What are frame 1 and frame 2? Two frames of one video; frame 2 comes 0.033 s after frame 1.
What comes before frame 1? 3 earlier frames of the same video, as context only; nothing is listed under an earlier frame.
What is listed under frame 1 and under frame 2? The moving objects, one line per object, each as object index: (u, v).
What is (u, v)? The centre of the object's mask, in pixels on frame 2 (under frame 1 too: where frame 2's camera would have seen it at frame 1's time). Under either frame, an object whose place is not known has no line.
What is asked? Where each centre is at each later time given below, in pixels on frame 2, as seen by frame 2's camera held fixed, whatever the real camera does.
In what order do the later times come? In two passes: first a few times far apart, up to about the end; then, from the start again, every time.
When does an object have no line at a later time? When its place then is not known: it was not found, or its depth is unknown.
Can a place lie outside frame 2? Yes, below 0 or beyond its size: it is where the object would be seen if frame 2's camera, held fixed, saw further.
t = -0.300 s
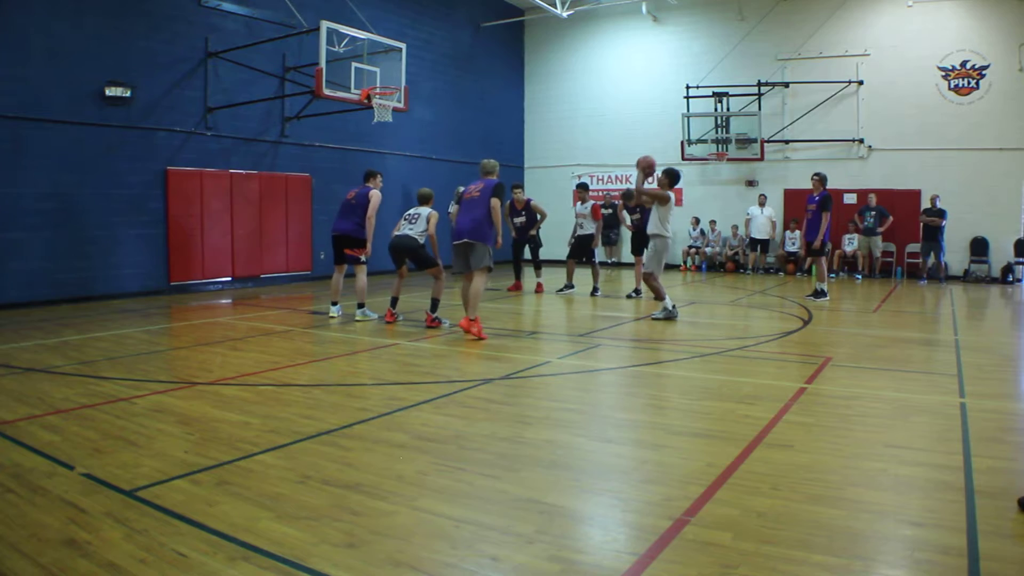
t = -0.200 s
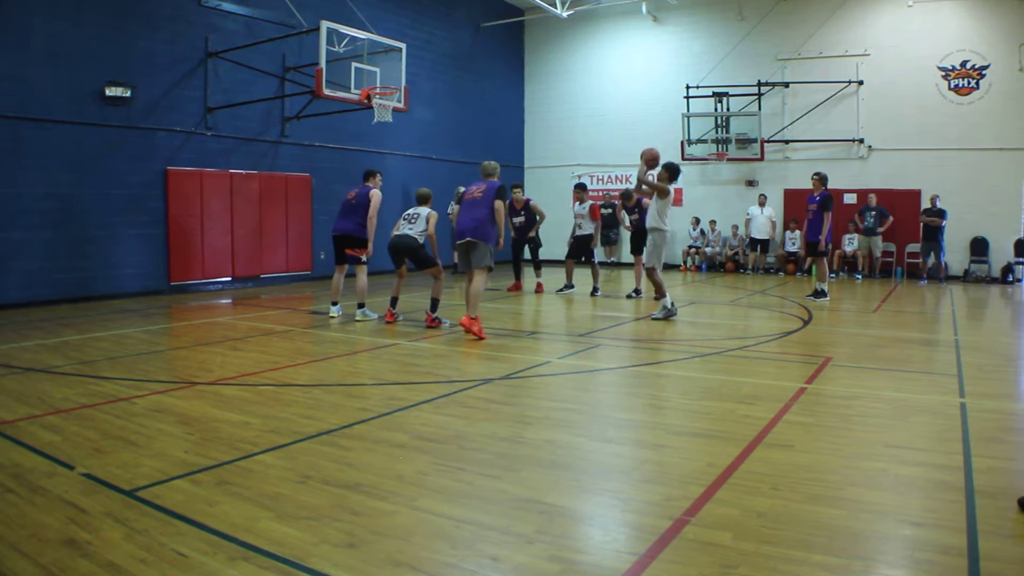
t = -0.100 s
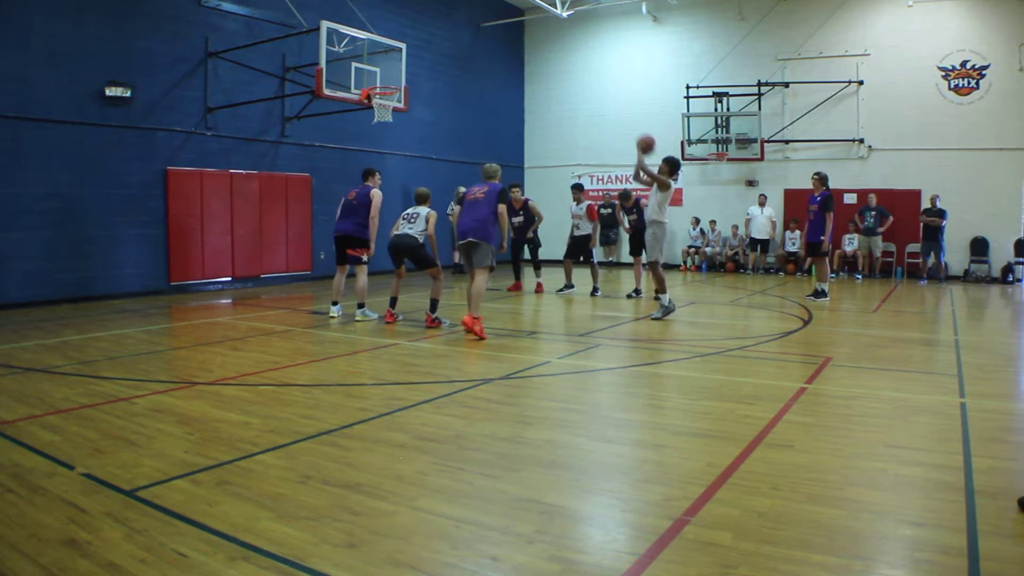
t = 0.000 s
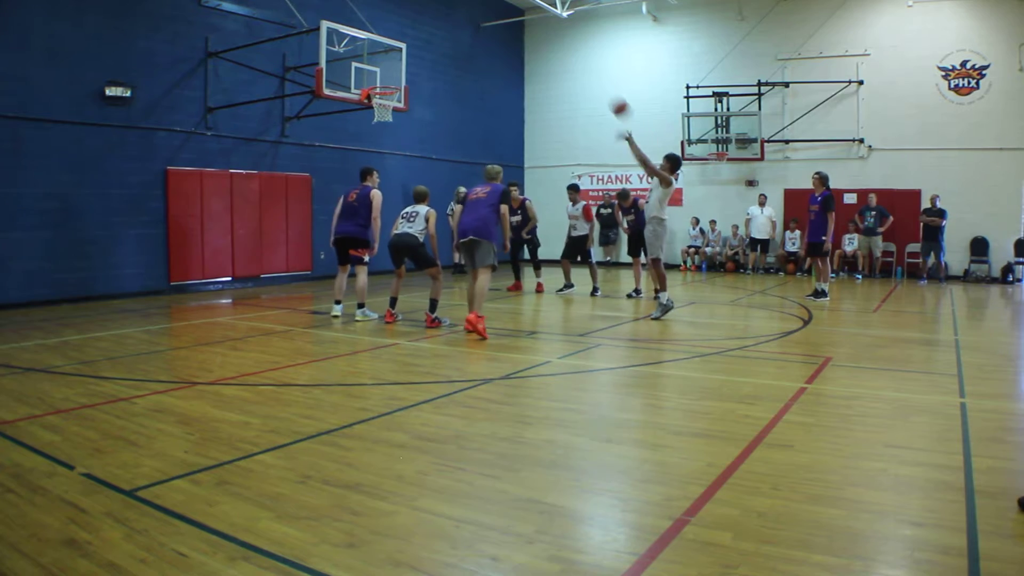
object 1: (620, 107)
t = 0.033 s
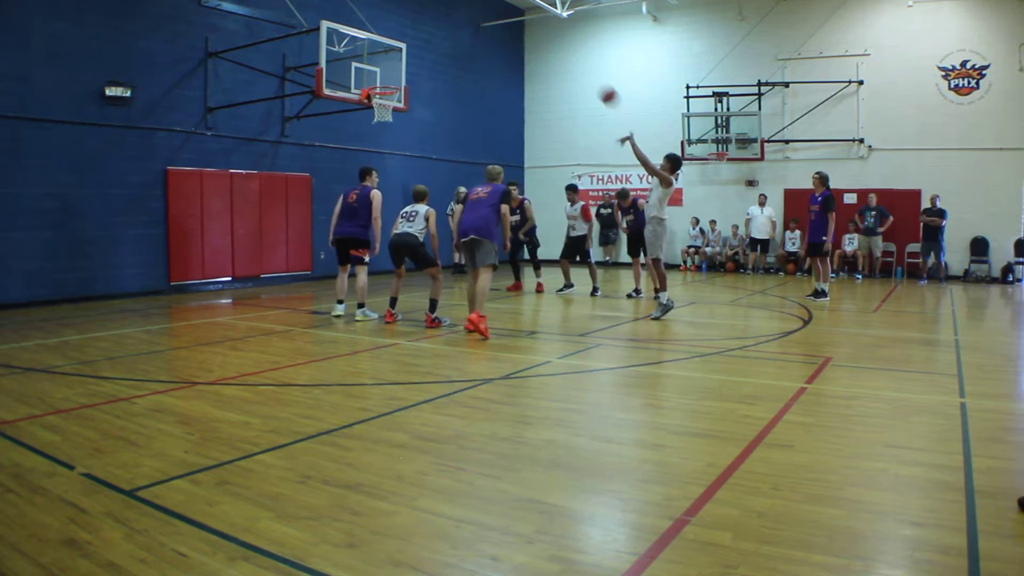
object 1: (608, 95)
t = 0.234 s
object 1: (543, 45)
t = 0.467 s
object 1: (478, 28)
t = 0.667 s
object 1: (427, 45)
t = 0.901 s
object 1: (376, 95)
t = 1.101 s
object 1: (400, 133)
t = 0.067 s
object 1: (597, 84)
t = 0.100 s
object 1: (586, 74)
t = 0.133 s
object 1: (575, 66)
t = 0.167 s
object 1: (564, 58)
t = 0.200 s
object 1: (553, 51)
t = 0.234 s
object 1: (543, 45)
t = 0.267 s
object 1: (533, 40)
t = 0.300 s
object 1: (524, 35)
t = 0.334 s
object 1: (514, 32)
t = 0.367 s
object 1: (505, 30)
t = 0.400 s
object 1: (496, 29)
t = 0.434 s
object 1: (487, 28)
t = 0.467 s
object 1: (478, 28)
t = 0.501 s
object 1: (469, 29)
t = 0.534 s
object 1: (460, 31)
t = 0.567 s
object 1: (452, 33)
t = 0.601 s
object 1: (443, 37)
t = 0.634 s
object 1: (435, 40)
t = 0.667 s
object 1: (427, 45)
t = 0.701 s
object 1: (419, 50)
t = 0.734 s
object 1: (412, 56)
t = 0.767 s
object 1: (403, 63)
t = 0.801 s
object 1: (396, 70)
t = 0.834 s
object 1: (389, 77)
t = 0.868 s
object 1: (382, 82)
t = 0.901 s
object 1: (376, 95)
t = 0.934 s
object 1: (382, 100)
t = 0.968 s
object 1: (389, 109)
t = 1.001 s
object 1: (392, 117)
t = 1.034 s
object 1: (394, 121)
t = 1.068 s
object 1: (397, 126)
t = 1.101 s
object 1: (400, 133)
